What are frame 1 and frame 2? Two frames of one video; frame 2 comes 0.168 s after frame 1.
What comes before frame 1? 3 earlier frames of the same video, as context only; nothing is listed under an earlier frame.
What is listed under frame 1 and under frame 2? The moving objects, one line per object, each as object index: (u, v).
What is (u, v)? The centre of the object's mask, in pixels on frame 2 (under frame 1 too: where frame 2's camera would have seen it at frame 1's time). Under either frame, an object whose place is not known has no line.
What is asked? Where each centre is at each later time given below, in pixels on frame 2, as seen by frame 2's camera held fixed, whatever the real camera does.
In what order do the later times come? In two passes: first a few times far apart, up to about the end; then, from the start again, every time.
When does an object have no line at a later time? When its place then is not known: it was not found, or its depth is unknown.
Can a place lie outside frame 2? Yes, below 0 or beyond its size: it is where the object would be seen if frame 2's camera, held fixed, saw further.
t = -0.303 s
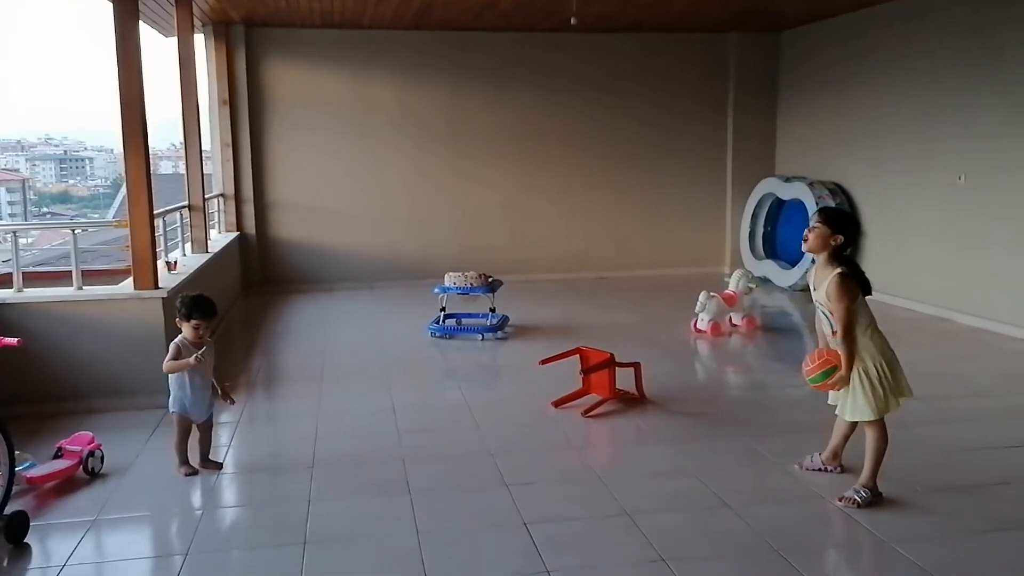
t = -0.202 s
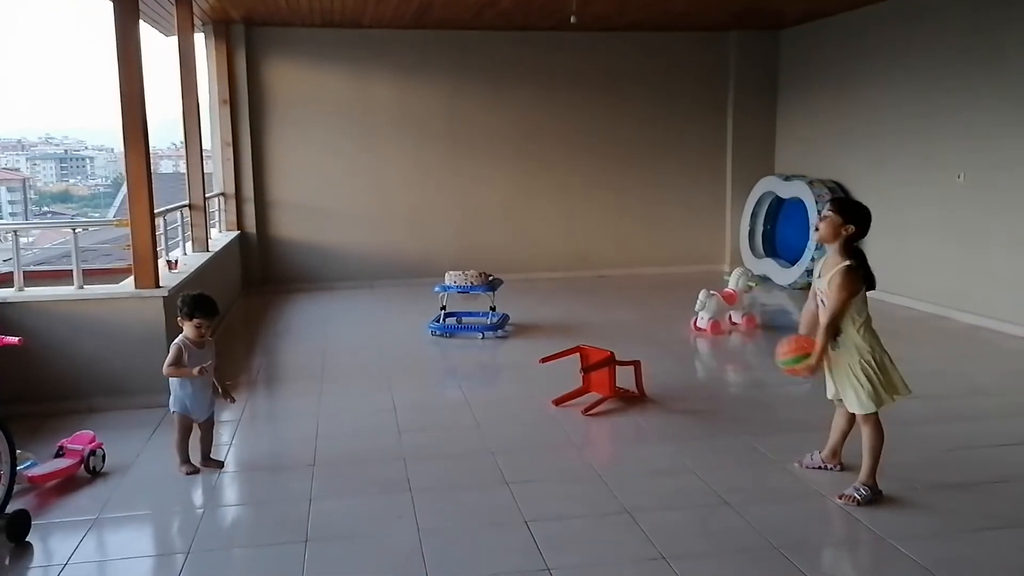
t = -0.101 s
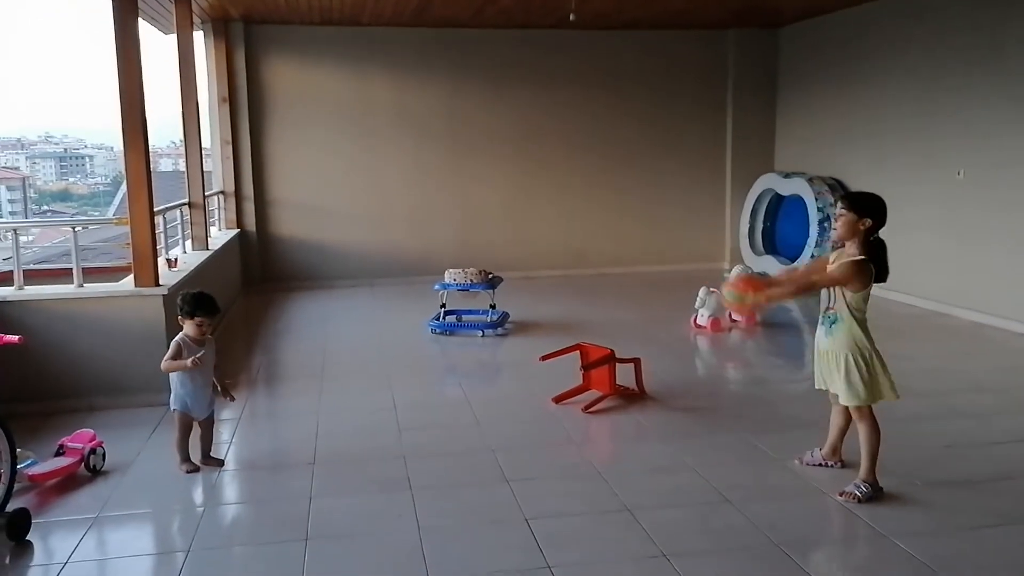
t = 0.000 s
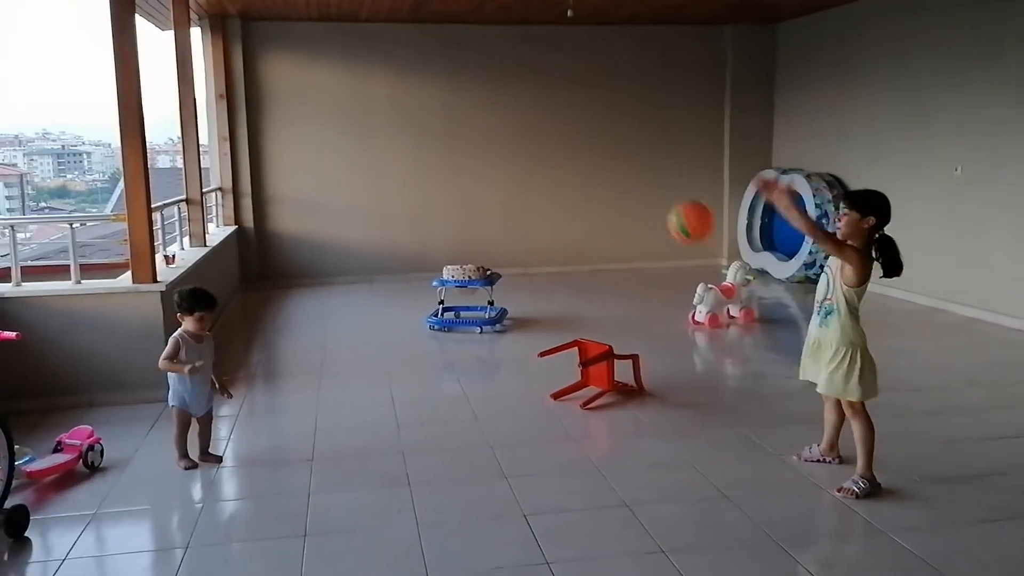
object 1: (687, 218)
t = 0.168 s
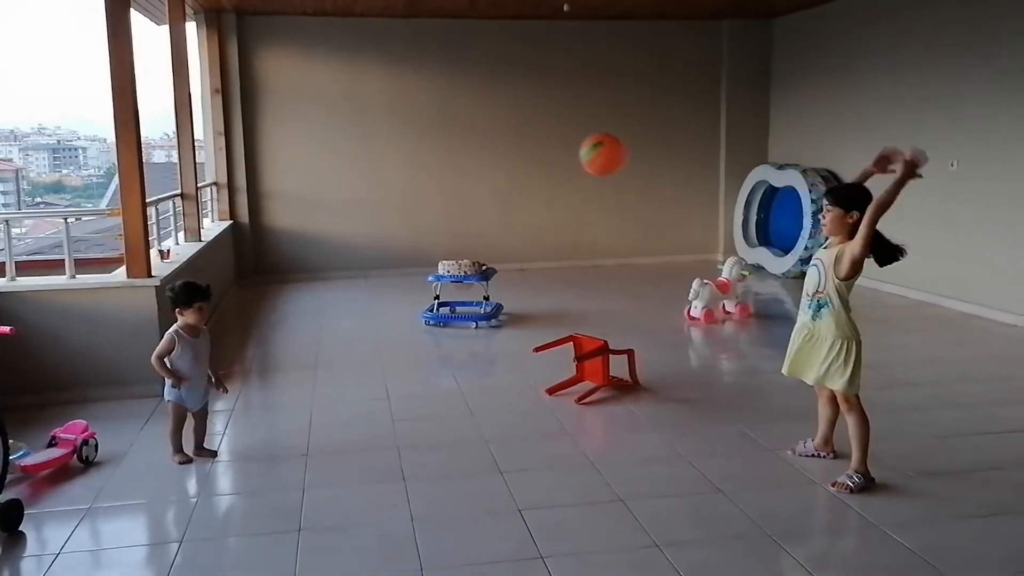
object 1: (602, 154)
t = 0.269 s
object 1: (551, 149)
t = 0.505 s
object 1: (436, 232)
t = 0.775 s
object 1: (329, 436)
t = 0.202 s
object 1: (585, 150)
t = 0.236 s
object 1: (568, 148)
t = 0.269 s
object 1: (551, 149)
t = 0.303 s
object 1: (533, 153)
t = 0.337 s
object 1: (516, 159)
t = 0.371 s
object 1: (500, 168)
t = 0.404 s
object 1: (484, 180)
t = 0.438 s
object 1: (468, 195)
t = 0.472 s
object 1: (452, 212)
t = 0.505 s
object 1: (436, 232)
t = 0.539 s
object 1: (420, 254)
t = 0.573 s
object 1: (406, 277)
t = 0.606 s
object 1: (391, 304)
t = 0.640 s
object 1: (377, 333)
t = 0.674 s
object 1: (364, 363)
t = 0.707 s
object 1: (350, 396)
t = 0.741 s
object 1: (338, 430)
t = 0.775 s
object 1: (329, 436)
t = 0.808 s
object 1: (321, 410)
